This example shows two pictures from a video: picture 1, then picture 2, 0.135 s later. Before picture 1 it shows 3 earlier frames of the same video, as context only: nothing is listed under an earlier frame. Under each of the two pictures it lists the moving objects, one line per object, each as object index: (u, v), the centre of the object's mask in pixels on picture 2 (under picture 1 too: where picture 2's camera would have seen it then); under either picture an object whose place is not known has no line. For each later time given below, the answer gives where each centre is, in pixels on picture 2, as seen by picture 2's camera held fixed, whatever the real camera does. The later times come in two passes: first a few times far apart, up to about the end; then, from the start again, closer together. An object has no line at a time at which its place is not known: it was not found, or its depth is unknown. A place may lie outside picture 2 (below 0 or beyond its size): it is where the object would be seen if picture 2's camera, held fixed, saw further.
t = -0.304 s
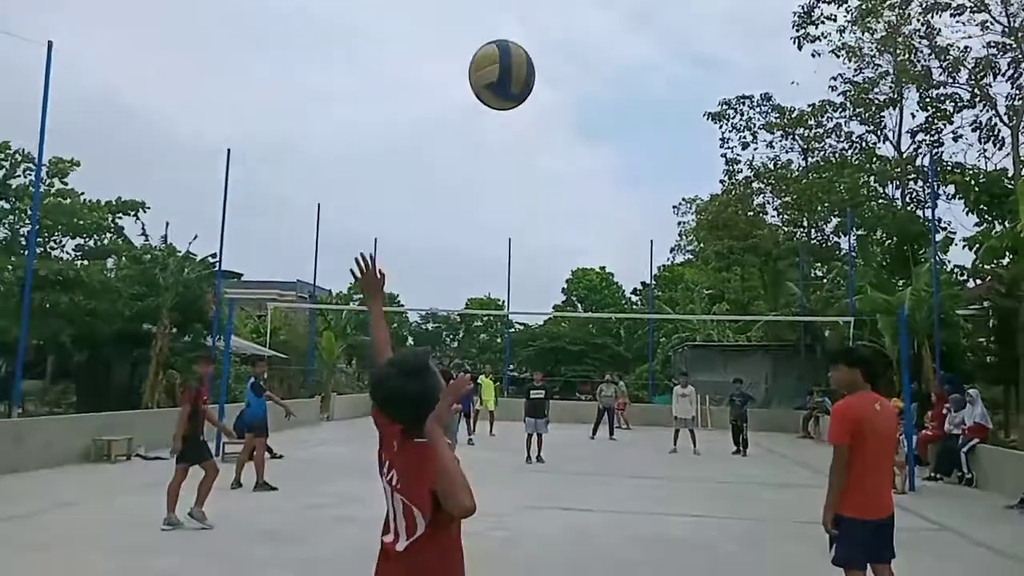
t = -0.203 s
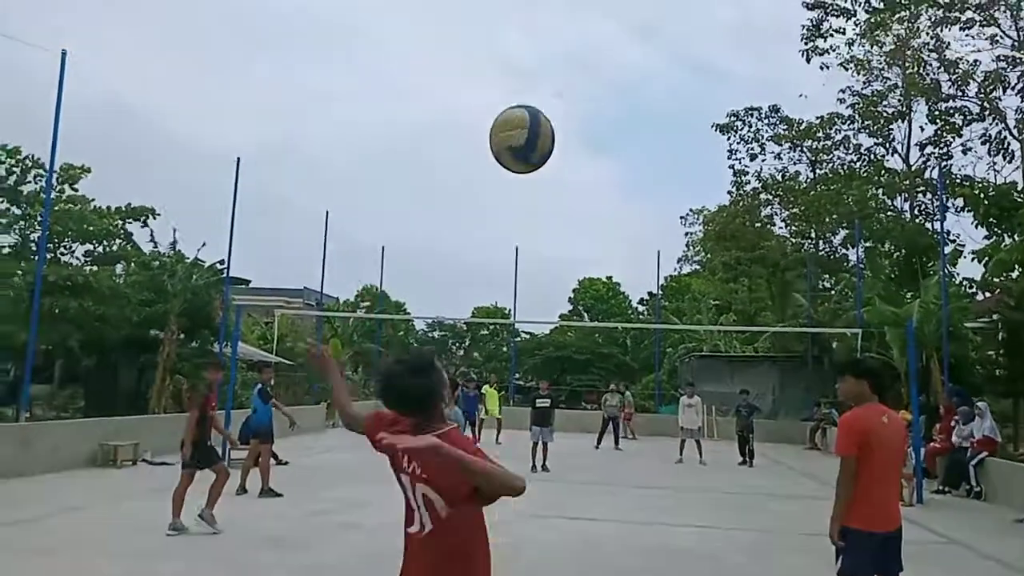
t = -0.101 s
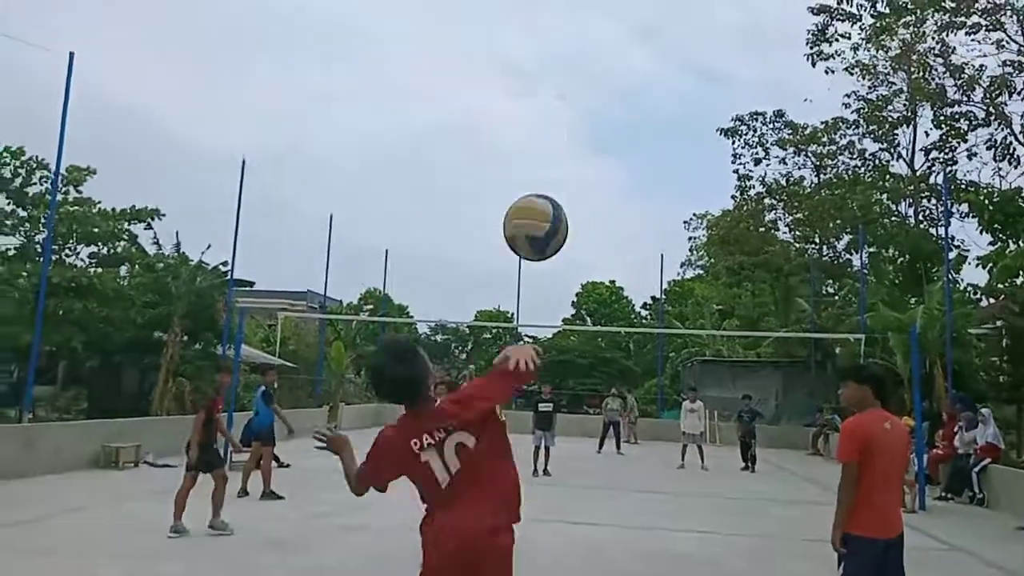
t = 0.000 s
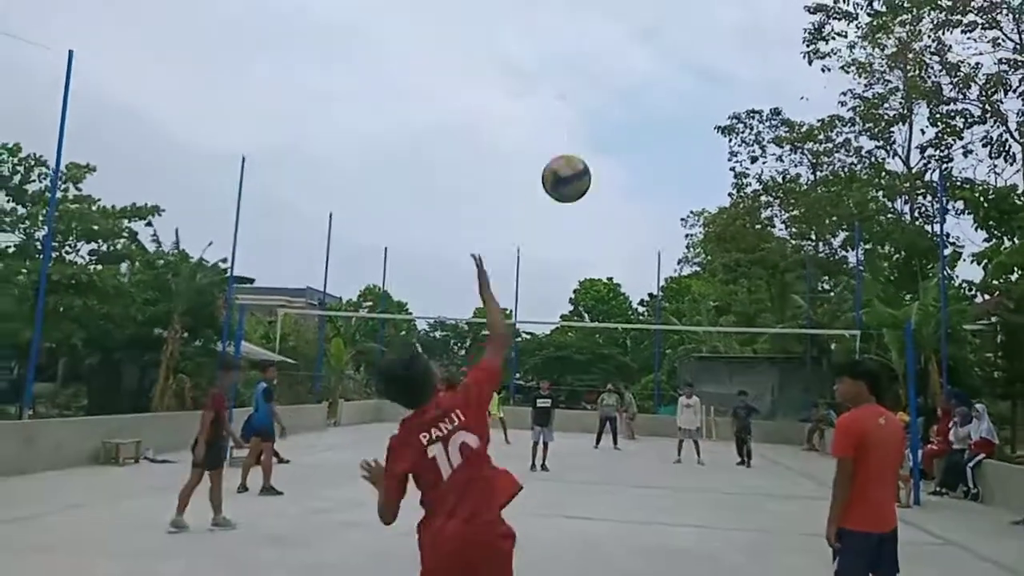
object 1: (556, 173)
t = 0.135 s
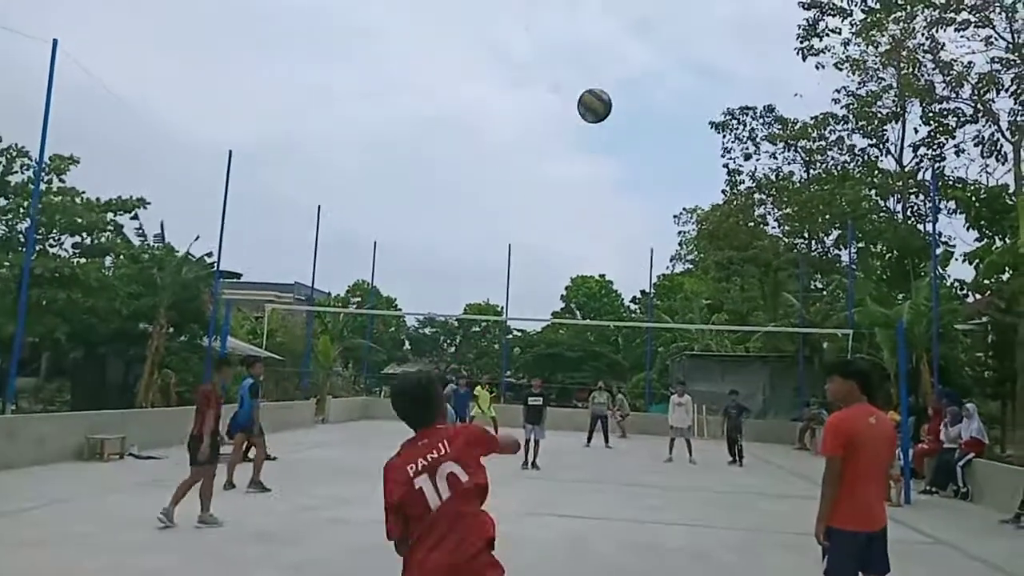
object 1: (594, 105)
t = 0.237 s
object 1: (609, 92)
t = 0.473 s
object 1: (626, 106)
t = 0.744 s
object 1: (634, 161)
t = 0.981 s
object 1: (636, 225)
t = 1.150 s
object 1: (636, 275)
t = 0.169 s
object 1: (600, 99)
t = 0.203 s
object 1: (605, 94)
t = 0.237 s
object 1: (609, 92)
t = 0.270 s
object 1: (613, 91)
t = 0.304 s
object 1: (616, 91)
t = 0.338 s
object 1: (618, 93)
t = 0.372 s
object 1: (621, 95)
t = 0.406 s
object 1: (623, 98)
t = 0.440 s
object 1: (624, 101)
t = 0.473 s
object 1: (626, 106)
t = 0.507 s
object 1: (627, 111)
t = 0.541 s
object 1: (629, 116)
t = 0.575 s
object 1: (630, 123)
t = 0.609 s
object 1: (631, 130)
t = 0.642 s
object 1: (632, 137)
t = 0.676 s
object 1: (633, 145)
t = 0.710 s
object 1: (633, 153)
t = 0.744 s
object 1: (634, 161)
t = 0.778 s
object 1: (635, 170)
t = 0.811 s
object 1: (636, 178)
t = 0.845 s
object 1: (636, 187)
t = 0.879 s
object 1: (636, 196)
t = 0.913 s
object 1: (636, 206)
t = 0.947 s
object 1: (636, 215)
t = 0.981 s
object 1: (636, 225)
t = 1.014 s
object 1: (636, 235)
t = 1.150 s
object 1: (636, 275)
